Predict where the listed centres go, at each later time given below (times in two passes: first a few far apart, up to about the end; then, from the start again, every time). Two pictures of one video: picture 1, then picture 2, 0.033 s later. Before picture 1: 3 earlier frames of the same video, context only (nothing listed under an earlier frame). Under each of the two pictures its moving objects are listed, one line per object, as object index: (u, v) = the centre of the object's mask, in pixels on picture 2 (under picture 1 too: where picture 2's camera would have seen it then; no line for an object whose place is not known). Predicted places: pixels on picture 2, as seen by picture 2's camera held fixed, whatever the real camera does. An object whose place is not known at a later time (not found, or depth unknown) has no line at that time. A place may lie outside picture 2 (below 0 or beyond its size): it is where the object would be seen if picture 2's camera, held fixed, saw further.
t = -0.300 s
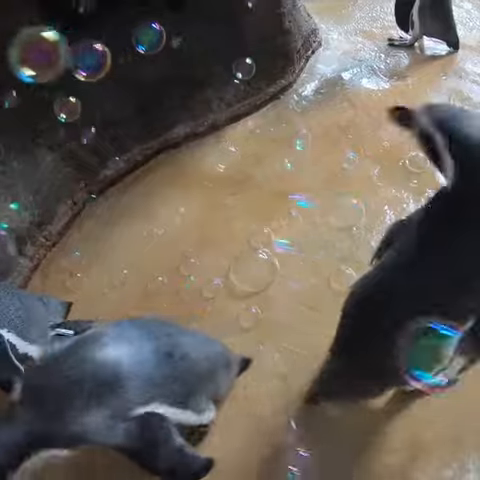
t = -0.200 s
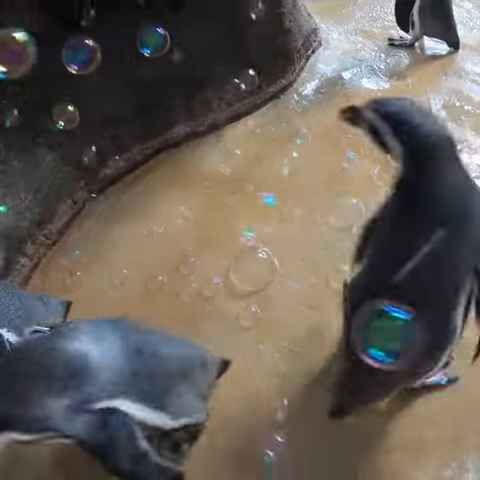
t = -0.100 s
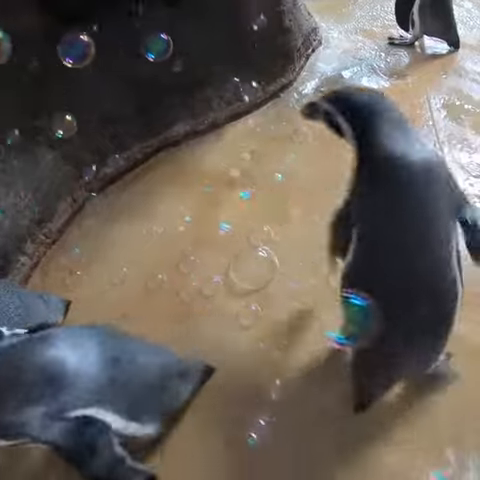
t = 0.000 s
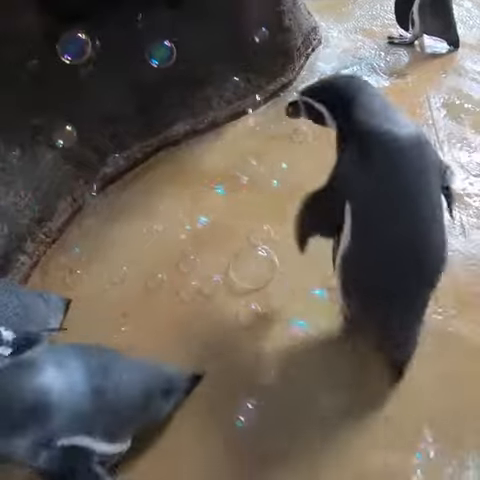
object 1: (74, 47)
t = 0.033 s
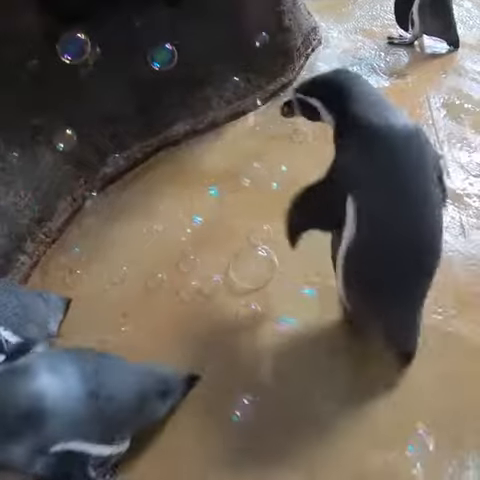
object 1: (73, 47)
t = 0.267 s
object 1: (76, 55)
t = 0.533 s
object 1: (80, 75)
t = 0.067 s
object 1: (73, 48)
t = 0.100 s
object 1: (74, 49)
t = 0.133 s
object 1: (74, 49)
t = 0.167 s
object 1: (74, 50)
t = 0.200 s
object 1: (75, 52)
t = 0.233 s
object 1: (75, 54)
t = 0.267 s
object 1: (76, 55)
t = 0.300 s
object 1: (76, 57)
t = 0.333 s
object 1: (76, 59)
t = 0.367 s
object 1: (77, 61)
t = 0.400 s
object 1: (78, 64)
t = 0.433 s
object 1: (78, 66)
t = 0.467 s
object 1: (79, 69)
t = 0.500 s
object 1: (80, 72)
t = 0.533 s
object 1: (80, 75)
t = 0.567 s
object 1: (82, 79)
